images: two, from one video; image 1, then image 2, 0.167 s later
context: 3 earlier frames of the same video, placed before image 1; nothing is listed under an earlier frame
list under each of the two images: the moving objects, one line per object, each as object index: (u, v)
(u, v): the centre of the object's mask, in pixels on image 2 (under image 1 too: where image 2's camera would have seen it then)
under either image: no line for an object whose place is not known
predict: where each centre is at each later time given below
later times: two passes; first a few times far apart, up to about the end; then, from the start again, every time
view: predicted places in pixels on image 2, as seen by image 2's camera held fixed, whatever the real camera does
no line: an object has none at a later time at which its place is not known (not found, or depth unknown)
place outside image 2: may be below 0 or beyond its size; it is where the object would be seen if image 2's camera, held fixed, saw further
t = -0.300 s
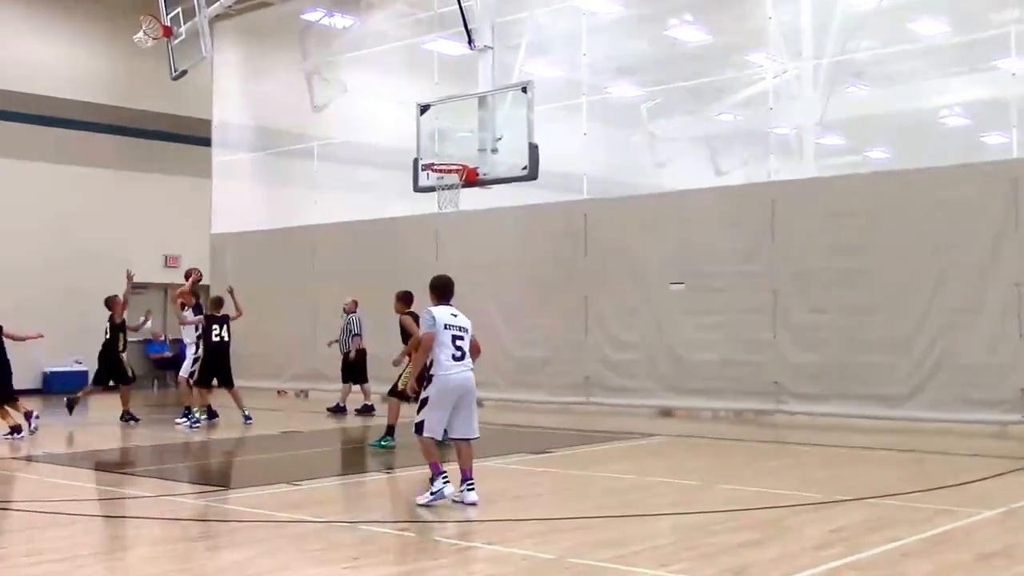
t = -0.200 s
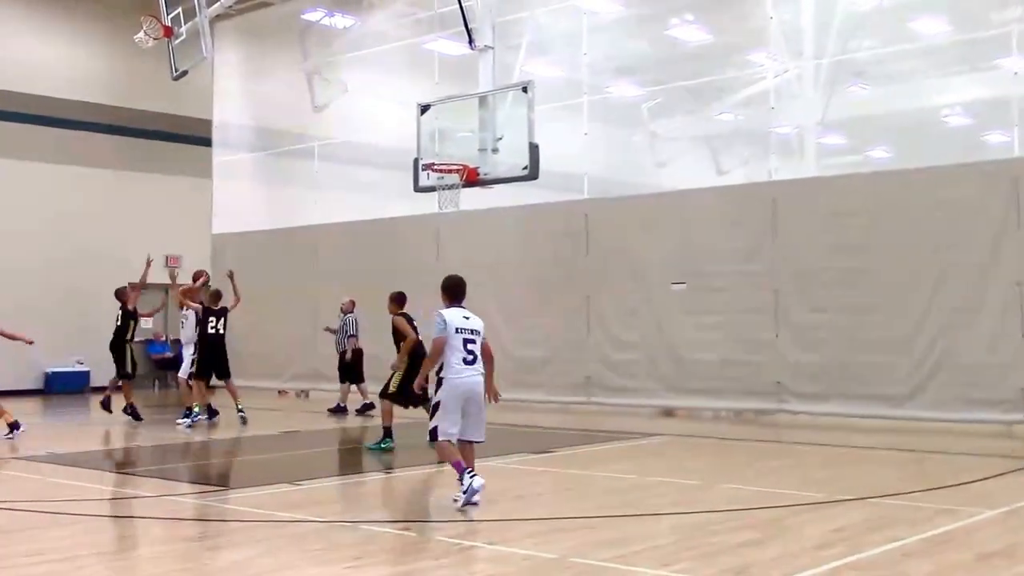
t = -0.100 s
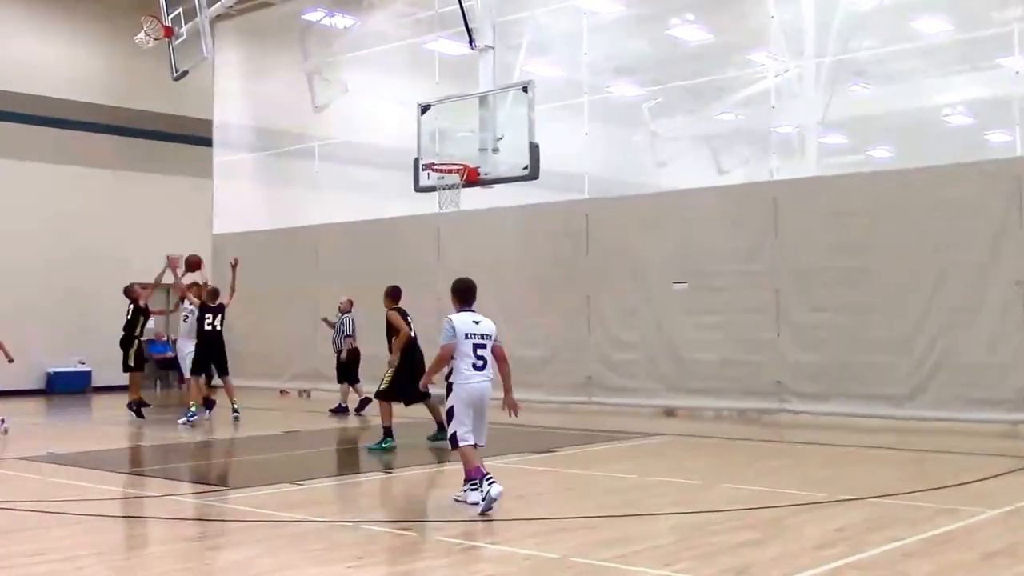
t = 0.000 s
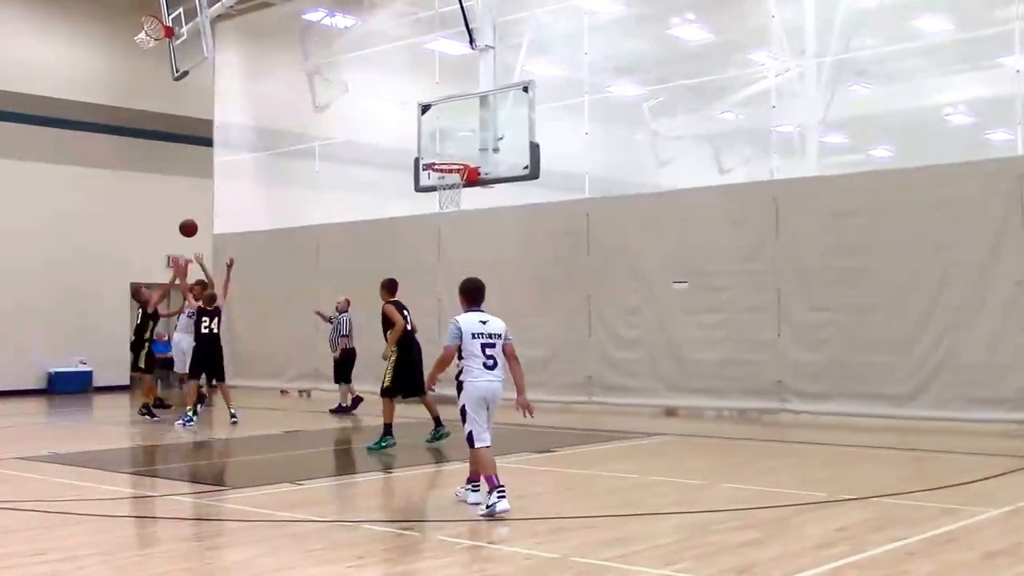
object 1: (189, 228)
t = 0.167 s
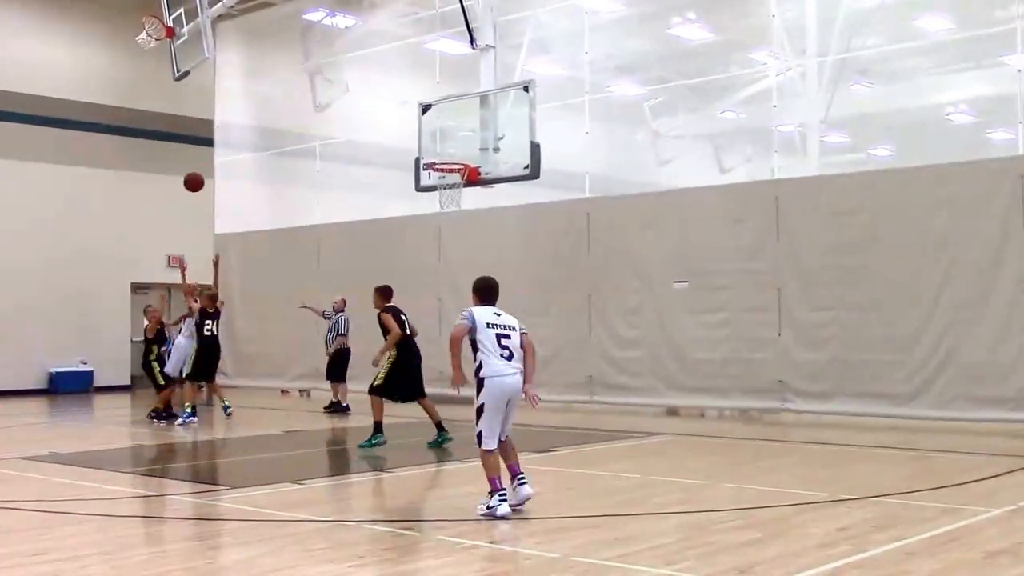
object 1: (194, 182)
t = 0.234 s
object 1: (196, 168)
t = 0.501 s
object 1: (208, 141)
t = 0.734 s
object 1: (225, 176)
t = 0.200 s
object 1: (195, 174)
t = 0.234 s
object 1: (196, 168)
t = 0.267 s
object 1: (197, 162)
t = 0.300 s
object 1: (198, 156)
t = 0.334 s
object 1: (200, 151)
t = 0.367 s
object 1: (202, 148)
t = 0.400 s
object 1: (203, 145)
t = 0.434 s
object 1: (205, 143)
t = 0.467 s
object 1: (207, 142)
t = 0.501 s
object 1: (208, 141)
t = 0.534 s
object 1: (210, 142)
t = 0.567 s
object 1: (212, 145)
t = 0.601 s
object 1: (214, 148)
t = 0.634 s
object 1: (217, 152)
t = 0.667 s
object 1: (220, 159)
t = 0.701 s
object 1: (222, 167)
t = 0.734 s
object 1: (225, 176)
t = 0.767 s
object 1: (228, 188)
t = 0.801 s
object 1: (232, 201)
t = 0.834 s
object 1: (236, 217)
